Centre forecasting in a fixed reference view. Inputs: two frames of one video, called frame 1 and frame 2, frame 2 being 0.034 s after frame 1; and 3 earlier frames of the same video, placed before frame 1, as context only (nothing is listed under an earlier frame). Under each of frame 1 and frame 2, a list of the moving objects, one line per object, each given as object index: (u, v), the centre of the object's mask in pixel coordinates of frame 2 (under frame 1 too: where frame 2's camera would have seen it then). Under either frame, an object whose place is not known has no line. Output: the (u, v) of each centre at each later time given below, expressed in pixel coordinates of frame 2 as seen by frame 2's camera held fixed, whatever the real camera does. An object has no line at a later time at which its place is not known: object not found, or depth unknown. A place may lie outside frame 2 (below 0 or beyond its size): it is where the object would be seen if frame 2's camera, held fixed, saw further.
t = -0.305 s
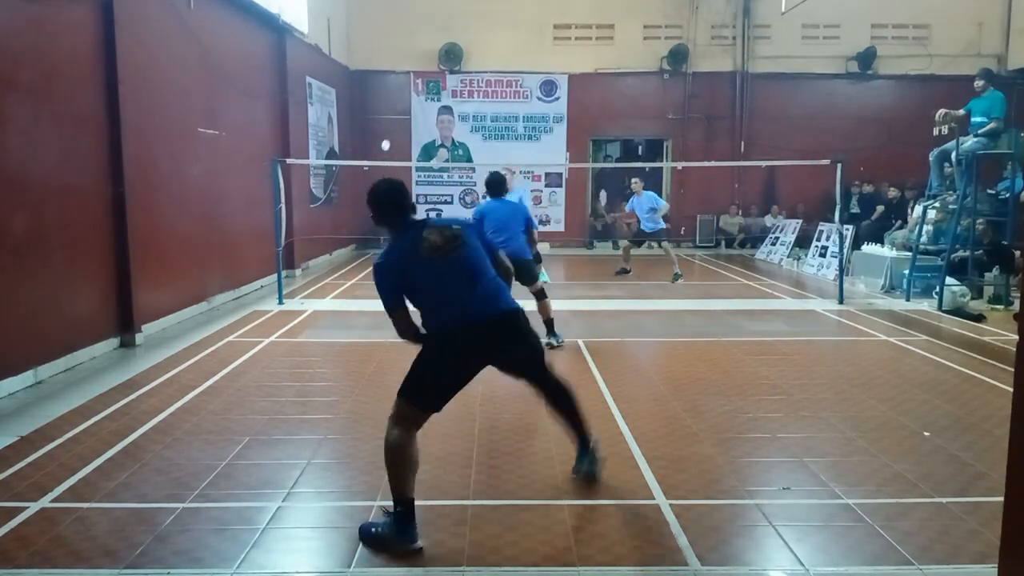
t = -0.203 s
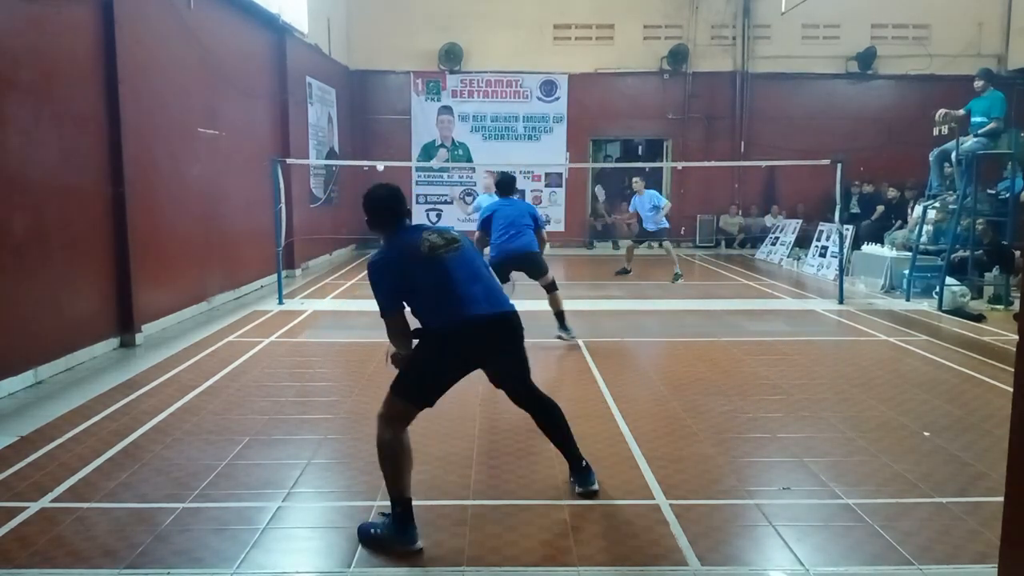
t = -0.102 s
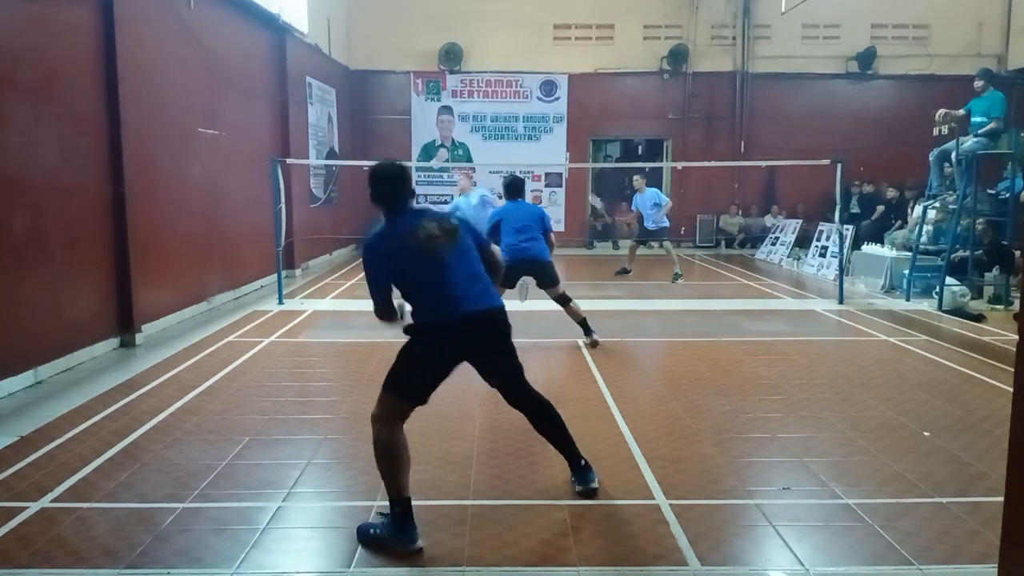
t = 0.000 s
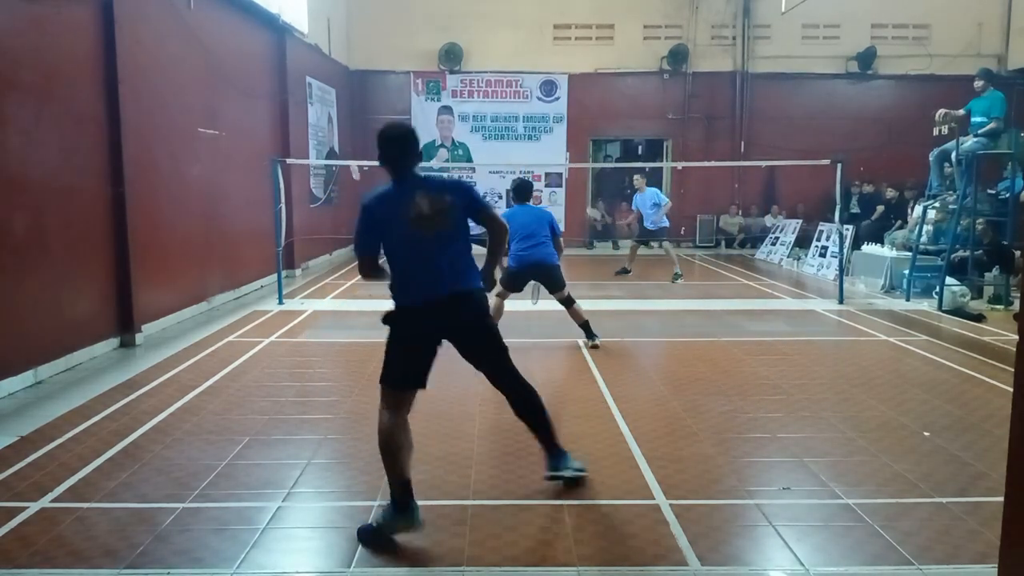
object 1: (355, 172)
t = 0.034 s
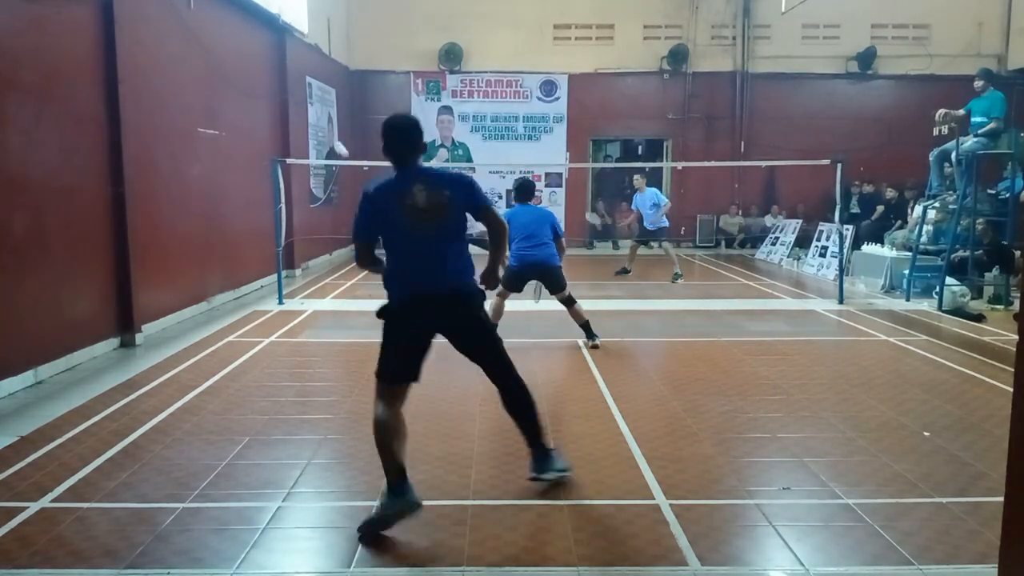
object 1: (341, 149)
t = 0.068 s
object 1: (328, 132)
